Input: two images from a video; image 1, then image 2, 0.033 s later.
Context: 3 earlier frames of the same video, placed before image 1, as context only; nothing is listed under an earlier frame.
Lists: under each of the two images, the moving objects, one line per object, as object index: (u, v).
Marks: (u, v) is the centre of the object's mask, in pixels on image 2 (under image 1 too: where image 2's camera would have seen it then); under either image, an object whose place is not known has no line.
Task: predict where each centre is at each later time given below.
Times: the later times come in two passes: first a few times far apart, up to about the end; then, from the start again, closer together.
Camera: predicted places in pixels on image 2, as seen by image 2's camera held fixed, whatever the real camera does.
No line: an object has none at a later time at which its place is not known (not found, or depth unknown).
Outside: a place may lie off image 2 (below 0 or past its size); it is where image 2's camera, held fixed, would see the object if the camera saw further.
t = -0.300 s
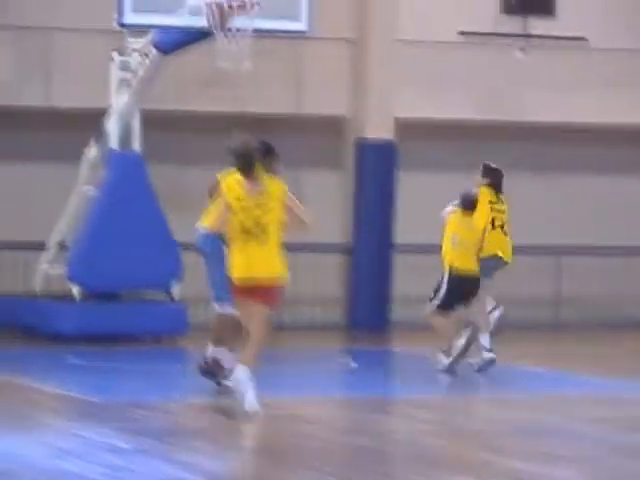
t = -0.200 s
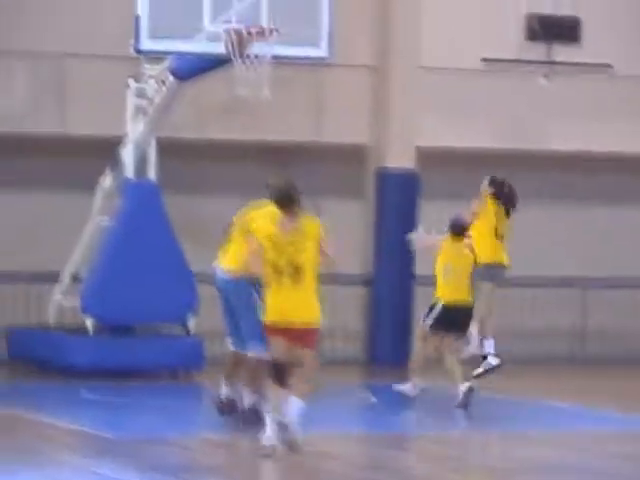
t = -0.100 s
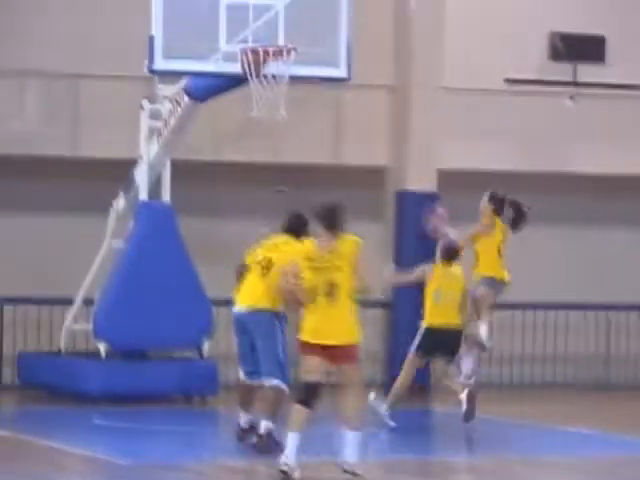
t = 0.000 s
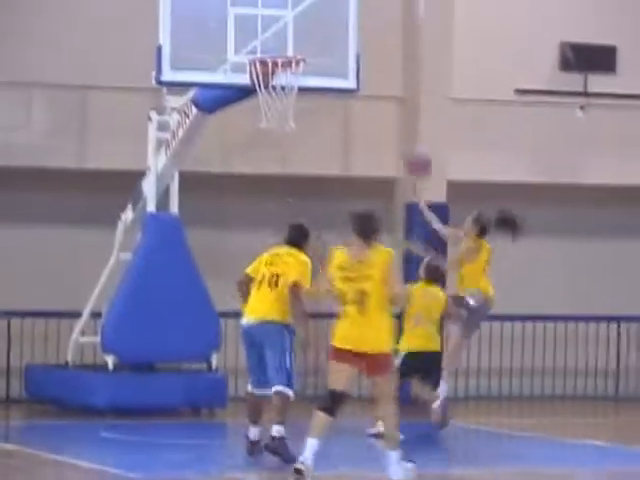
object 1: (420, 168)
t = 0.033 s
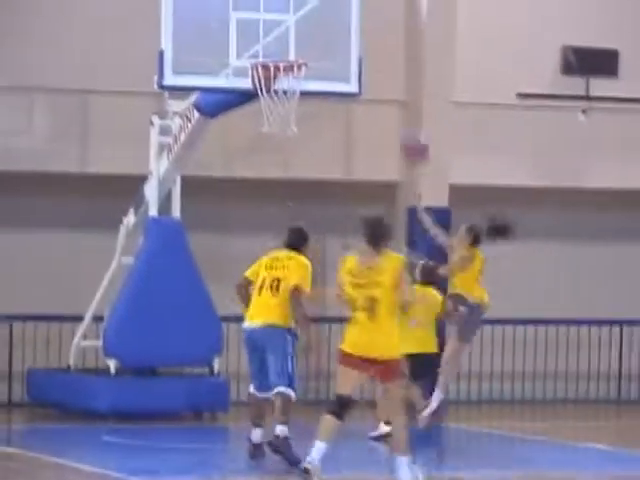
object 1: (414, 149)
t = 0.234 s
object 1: (379, 59)
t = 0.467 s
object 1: (337, 13)
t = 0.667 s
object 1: (298, 22)
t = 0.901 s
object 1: (255, 29)
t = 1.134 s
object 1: (237, 29)
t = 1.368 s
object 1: (218, 92)
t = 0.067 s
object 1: (410, 135)
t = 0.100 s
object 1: (402, 114)
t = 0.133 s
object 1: (398, 100)
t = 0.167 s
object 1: (391, 83)
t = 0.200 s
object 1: (385, 69)
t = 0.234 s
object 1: (379, 59)
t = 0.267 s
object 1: (373, 49)
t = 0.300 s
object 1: (367, 40)
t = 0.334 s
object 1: (362, 32)
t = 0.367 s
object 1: (355, 26)
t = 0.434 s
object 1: (343, 15)
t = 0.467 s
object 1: (337, 13)
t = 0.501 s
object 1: (330, 11)
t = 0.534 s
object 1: (324, 10)
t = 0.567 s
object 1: (318, 11)
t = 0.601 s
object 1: (311, 13)
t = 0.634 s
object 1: (304, 17)
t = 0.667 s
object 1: (298, 22)
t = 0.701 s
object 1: (292, 28)
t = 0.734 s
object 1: (285, 35)
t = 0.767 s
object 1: (279, 44)
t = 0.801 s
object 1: (273, 49)
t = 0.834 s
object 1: (267, 42)
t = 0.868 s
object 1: (261, 35)
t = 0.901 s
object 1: (255, 29)
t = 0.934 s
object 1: (252, 25)
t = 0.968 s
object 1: (249, 23)
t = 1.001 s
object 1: (247, 22)
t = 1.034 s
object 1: (244, 22)
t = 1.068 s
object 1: (242, 23)
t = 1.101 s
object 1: (240, 25)
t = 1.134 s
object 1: (237, 29)
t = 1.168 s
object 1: (234, 34)
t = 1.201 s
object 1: (232, 40)
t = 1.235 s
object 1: (229, 48)
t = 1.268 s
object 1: (227, 58)
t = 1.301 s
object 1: (225, 68)
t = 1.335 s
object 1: (221, 78)
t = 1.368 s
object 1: (218, 92)
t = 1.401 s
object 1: (215, 107)
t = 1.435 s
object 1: (215, 126)
